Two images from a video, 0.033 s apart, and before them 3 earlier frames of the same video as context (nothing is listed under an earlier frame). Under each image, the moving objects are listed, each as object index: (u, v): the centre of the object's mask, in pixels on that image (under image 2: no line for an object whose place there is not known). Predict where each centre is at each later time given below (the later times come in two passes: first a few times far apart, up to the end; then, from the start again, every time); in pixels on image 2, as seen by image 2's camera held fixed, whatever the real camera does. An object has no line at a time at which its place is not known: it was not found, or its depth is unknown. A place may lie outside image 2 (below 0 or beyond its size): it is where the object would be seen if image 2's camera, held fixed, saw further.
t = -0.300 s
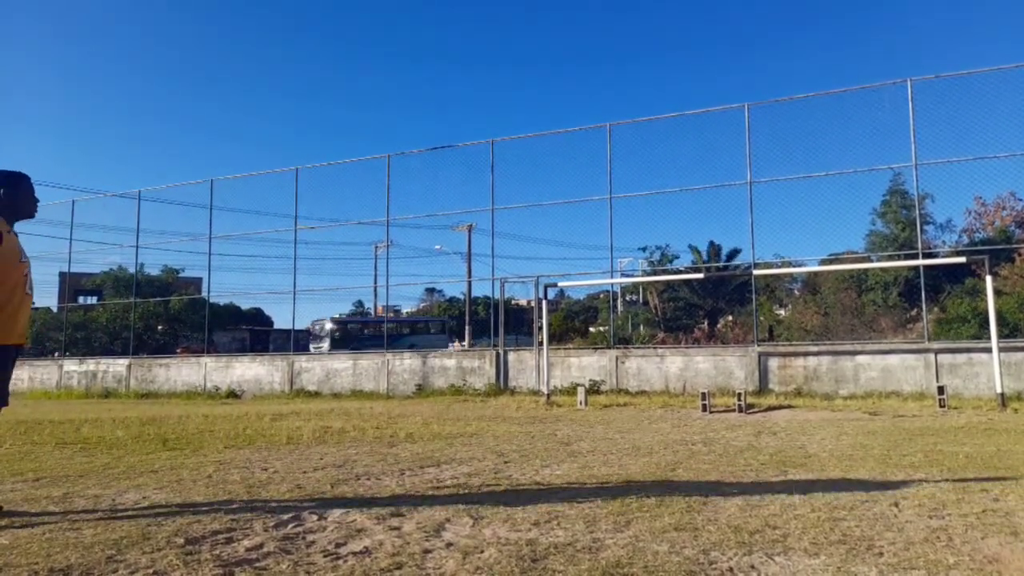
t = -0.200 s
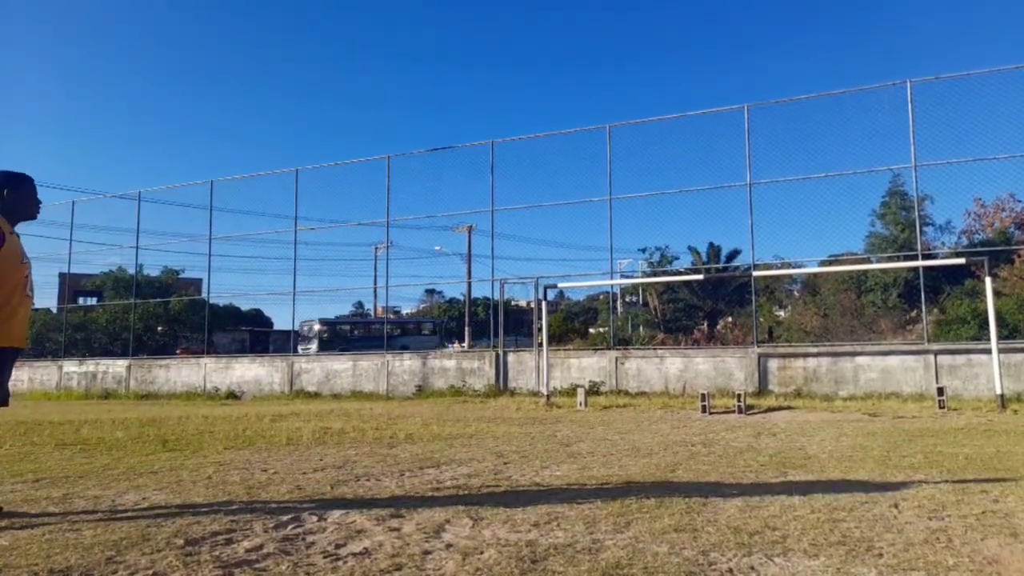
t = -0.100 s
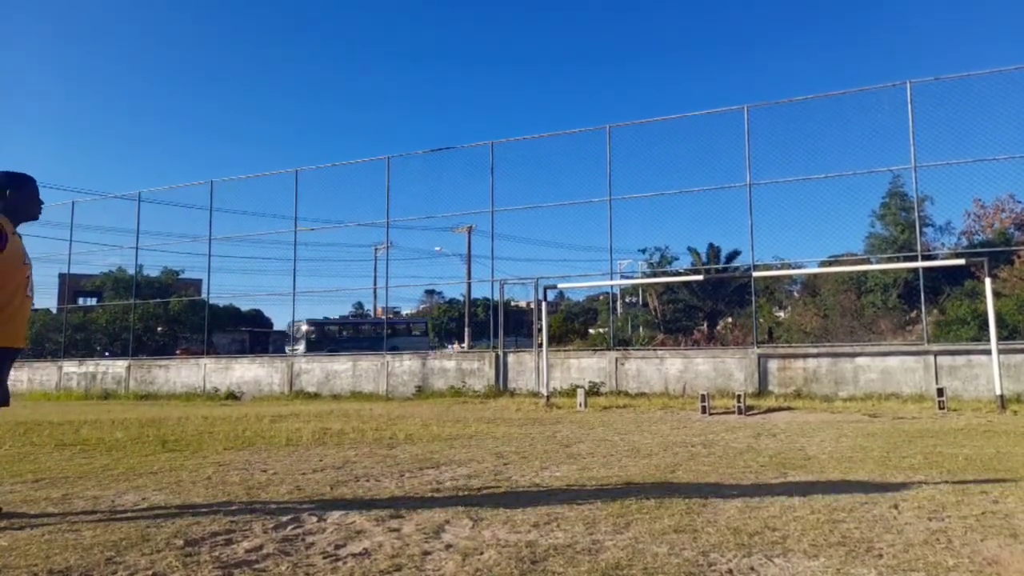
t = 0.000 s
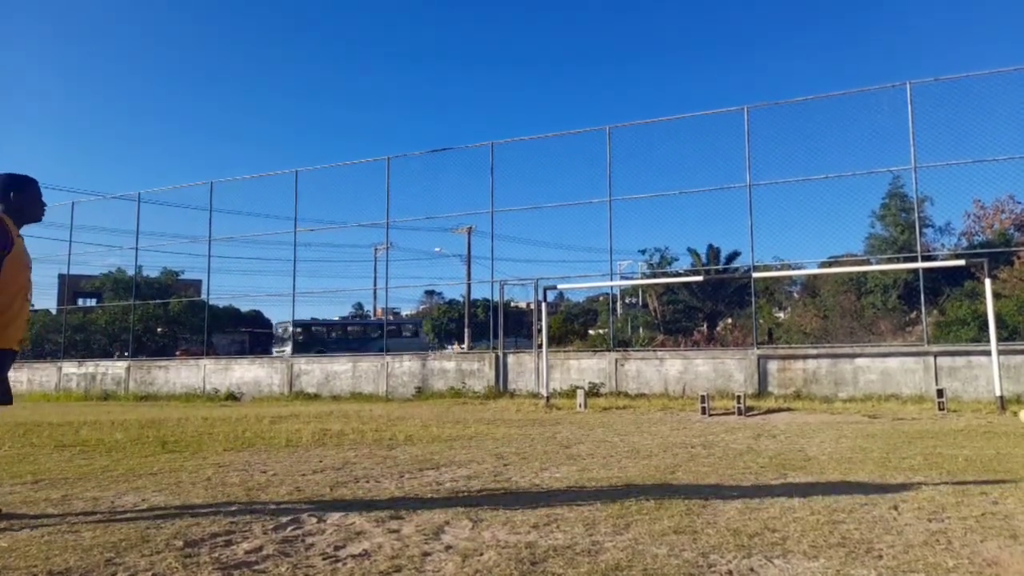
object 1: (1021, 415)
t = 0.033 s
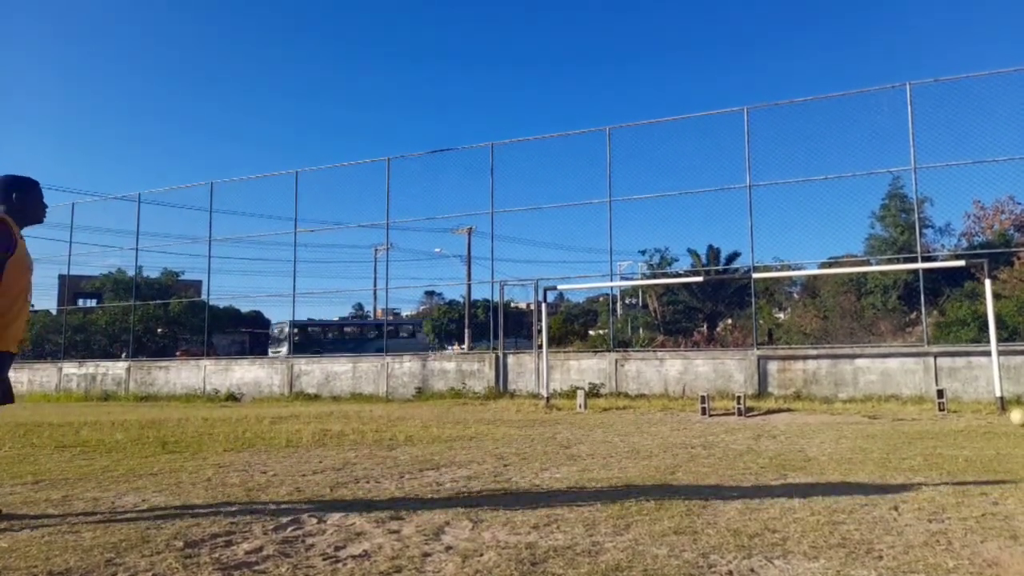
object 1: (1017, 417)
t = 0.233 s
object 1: (963, 418)
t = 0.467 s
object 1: (895, 423)
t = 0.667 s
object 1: (834, 428)
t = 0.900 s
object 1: (762, 427)
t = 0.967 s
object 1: (741, 430)
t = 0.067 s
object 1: (1011, 417)
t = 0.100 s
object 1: (1001, 417)
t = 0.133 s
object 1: (992, 419)
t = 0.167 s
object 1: (983, 421)
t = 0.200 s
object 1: (973, 419)
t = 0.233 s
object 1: (963, 418)
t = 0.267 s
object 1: (953, 418)
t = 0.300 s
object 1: (943, 419)
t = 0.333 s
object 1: (934, 420)
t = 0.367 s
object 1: (925, 423)
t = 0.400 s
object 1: (914, 426)
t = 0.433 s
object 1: (904, 424)
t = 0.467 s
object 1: (895, 423)
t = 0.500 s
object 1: (885, 423)
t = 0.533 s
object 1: (875, 423)
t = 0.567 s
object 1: (865, 425)
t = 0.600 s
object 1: (855, 428)
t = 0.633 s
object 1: (845, 429)
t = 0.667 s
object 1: (834, 428)
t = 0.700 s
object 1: (824, 428)
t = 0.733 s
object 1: (813, 429)
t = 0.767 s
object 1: (803, 431)
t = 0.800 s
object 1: (793, 430)
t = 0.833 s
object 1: (782, 428)
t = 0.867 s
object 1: (772, 427)
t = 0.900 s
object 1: (762, 427)
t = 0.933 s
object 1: (751, 429)
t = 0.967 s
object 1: (741, 430)
